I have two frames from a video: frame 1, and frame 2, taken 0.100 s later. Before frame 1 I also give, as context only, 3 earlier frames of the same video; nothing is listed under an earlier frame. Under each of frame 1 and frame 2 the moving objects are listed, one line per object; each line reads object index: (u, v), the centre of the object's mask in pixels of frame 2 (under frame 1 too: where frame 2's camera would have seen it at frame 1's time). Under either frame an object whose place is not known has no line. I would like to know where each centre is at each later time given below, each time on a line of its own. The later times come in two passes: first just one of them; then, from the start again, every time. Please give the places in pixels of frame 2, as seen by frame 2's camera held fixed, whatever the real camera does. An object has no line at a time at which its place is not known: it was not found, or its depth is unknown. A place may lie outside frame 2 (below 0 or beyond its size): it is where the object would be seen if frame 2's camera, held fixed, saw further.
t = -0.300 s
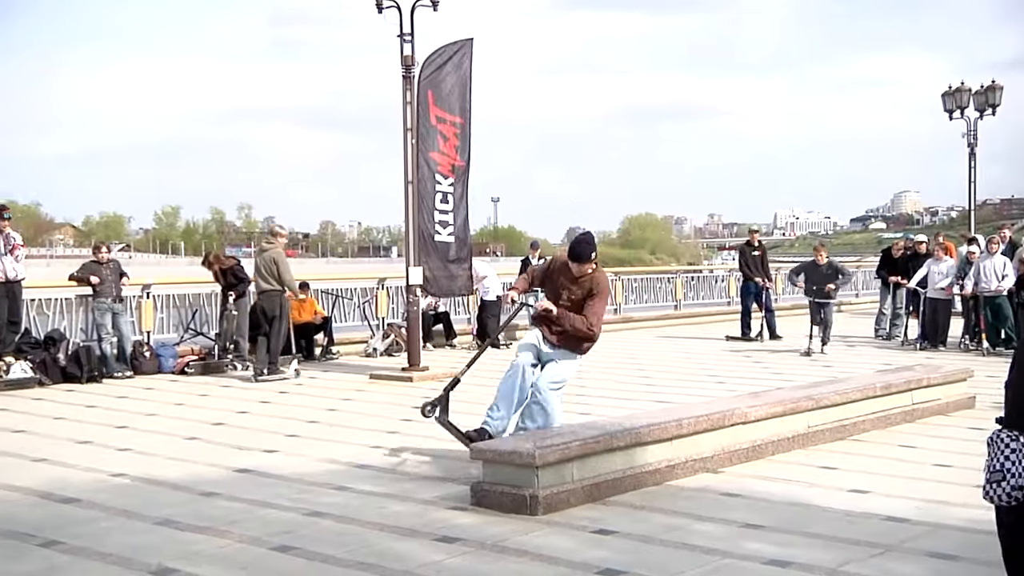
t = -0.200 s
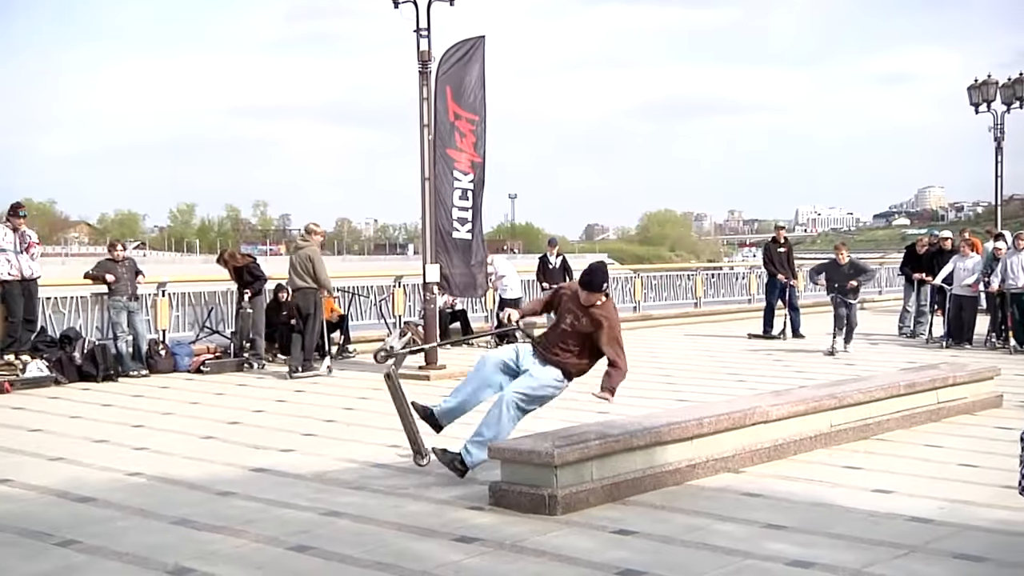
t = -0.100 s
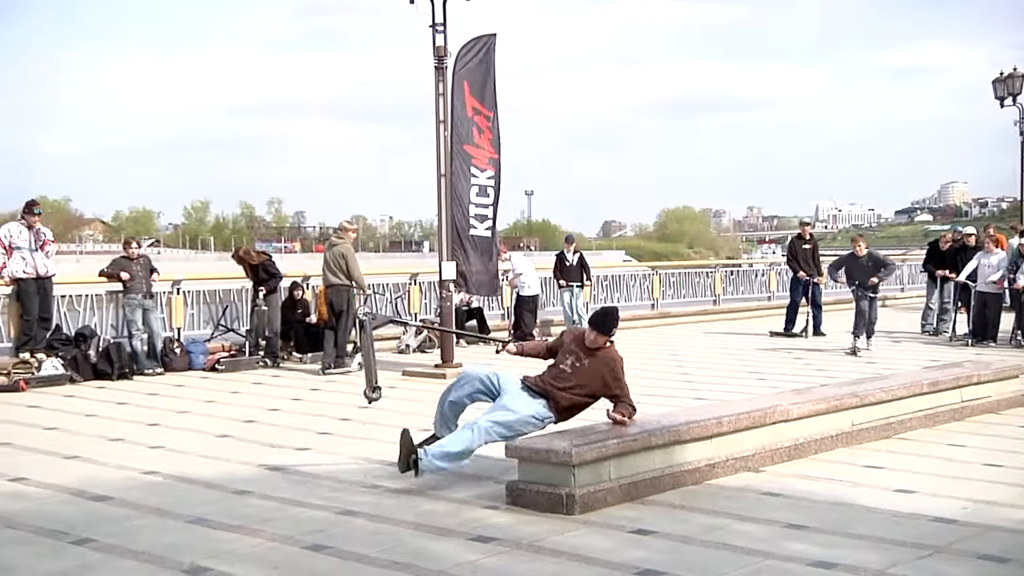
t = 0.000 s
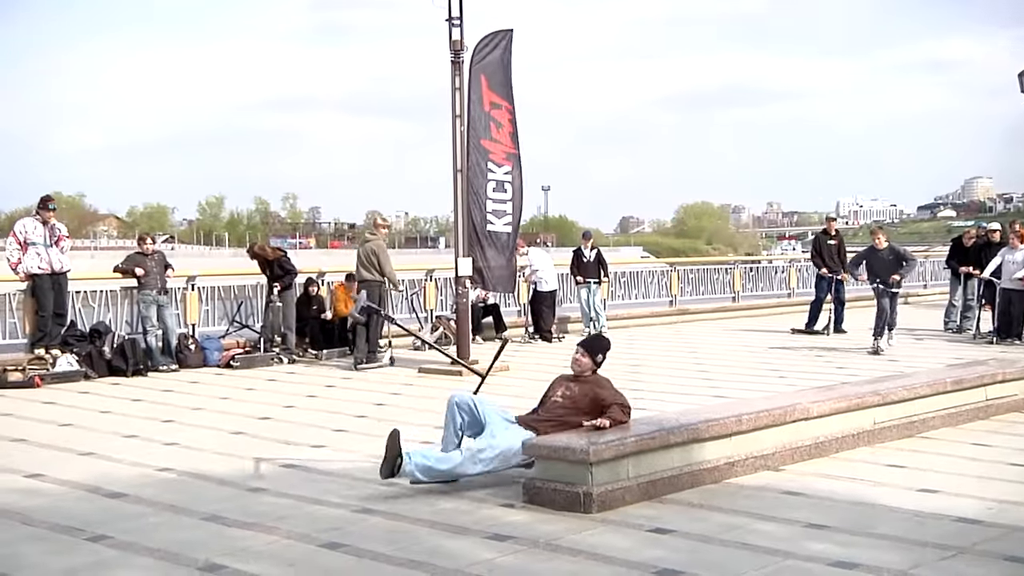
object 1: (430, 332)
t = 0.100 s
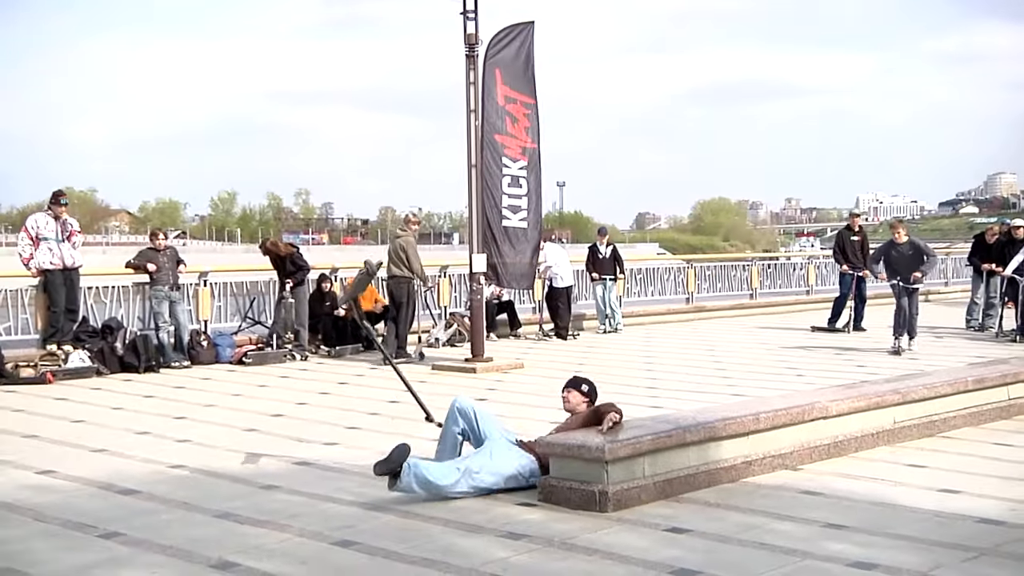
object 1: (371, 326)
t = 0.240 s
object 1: (331, 344)
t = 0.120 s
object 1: (364, 329)
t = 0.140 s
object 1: (356, 332)
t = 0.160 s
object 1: (351, 340)
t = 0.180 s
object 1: (343, 340)
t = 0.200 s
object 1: (337, 343)
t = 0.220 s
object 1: (333, 341)
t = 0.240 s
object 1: (331, 344)
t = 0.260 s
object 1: (329, 352)
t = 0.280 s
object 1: (332, 355)
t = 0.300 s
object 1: (329, 364)
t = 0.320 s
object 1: (325, 374)
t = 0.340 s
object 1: (321, 386)
